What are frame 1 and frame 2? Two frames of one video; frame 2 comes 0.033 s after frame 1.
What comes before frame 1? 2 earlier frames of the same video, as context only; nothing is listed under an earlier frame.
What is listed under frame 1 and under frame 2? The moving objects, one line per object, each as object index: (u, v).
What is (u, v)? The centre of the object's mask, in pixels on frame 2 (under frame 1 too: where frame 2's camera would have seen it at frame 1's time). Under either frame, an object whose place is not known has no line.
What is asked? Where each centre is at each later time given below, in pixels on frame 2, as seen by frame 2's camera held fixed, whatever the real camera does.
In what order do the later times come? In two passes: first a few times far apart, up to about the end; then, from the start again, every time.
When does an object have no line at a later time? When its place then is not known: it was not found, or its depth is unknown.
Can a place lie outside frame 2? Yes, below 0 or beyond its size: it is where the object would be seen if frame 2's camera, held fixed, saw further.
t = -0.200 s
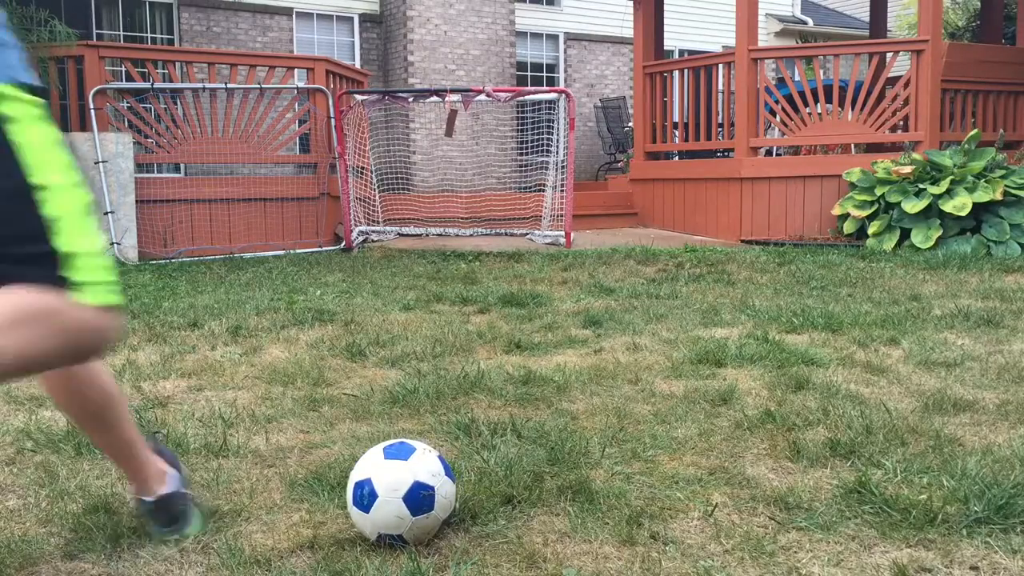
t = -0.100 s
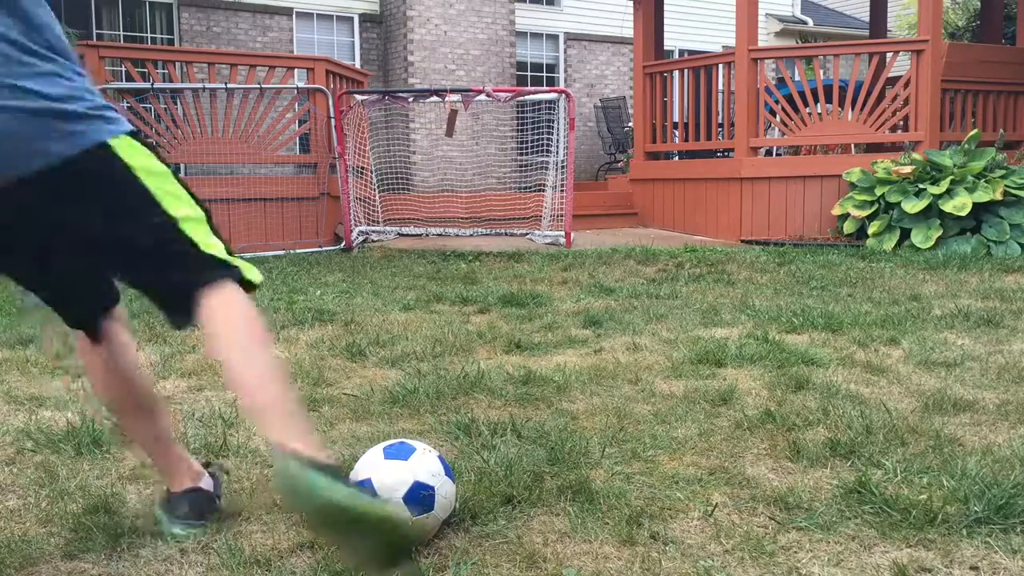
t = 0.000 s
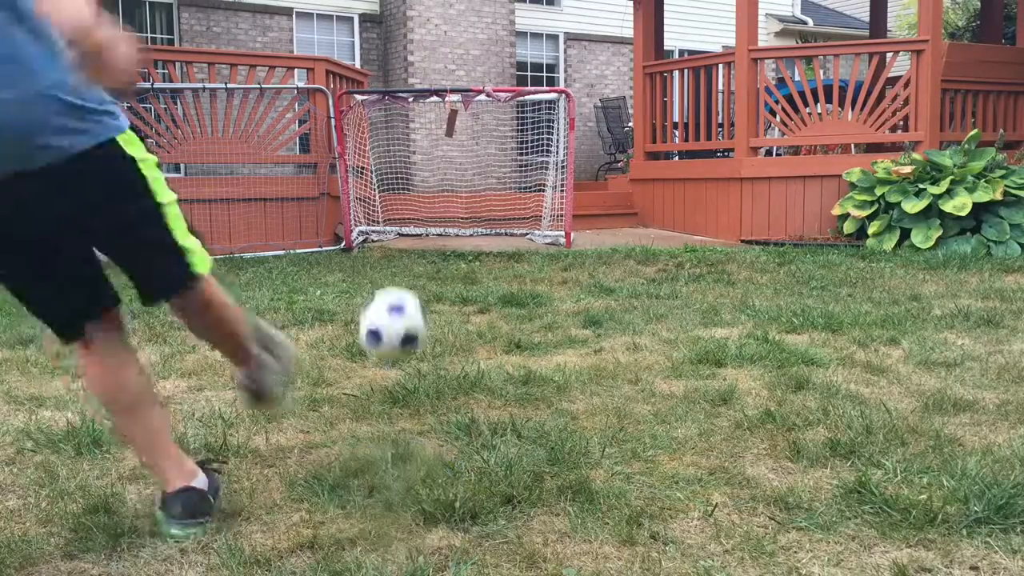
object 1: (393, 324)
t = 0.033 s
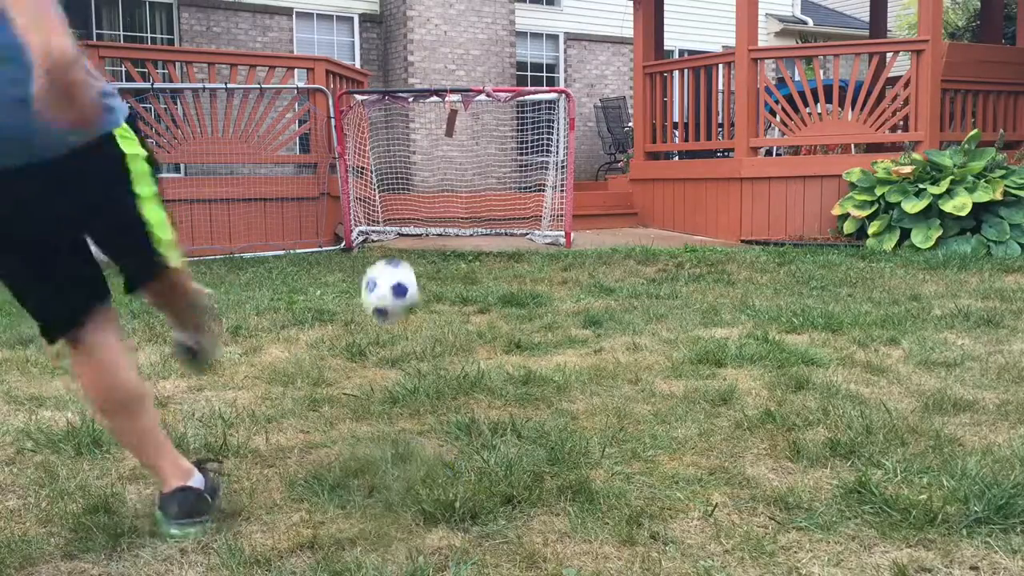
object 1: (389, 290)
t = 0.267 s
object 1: (377, 217)
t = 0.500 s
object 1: (380, 218)
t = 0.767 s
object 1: (418, 224)
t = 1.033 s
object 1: (443, 226)
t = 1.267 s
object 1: (465, 228)
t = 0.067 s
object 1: (388, 266)
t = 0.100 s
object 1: (386, 250)
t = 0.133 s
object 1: (385, 237)
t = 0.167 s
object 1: (383, 229)
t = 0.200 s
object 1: (381, 223)
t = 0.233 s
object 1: (379, 219)
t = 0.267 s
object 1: (377, 217)
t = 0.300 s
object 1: (375, 216)
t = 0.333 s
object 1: (374, 217)
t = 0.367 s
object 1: (372, 218)
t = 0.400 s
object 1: (371, 221)
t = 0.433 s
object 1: (372, 219)
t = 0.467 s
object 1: (377, 221)
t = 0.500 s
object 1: (380, 218)
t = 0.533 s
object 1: (385, 213)
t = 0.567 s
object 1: (390, 213)
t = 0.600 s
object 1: (394, 213)
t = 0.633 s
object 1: (399, 214)
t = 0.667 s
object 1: (404, 216)
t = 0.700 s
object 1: (409, 219)
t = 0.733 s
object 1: (414, 224)
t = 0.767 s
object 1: (418, 224)
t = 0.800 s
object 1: (421, 222)
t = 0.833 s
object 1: (424, 221)
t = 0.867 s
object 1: (427, 222)
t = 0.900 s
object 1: (429, 224)
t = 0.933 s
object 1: (432, 225)
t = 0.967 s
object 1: (436, 225)
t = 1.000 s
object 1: (439, 225)
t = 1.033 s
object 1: (443, 226)
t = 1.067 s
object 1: (447, 225)
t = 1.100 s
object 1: (450, 226)
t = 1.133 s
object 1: (452, 227)
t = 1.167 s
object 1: (456, 227)
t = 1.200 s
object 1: (459, 227)
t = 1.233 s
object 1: (461, 228)
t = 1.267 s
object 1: (465, 228)
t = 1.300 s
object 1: (468, 228)
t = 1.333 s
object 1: (471, 229)
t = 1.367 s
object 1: (474, 229)
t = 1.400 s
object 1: (477, 229)
